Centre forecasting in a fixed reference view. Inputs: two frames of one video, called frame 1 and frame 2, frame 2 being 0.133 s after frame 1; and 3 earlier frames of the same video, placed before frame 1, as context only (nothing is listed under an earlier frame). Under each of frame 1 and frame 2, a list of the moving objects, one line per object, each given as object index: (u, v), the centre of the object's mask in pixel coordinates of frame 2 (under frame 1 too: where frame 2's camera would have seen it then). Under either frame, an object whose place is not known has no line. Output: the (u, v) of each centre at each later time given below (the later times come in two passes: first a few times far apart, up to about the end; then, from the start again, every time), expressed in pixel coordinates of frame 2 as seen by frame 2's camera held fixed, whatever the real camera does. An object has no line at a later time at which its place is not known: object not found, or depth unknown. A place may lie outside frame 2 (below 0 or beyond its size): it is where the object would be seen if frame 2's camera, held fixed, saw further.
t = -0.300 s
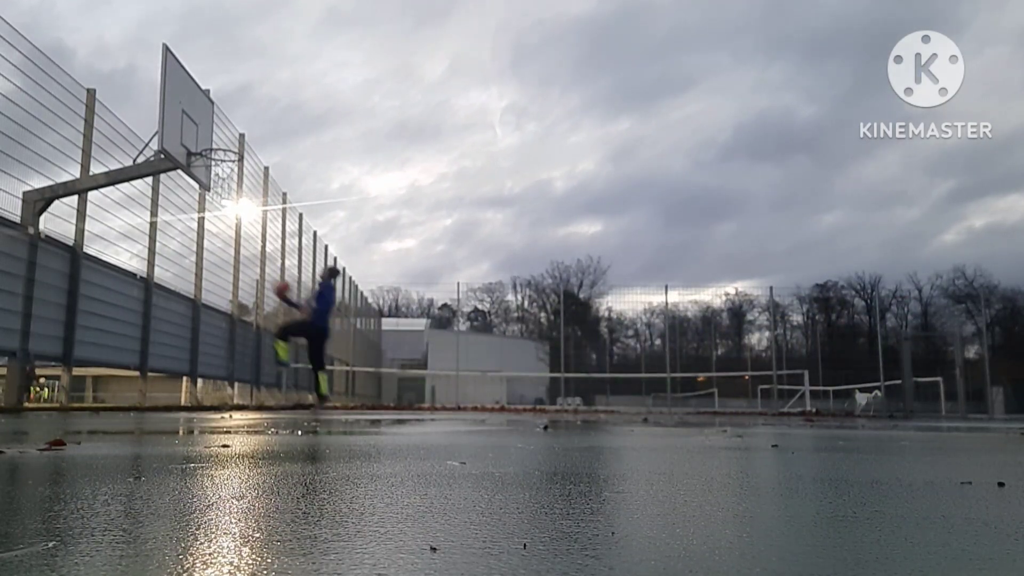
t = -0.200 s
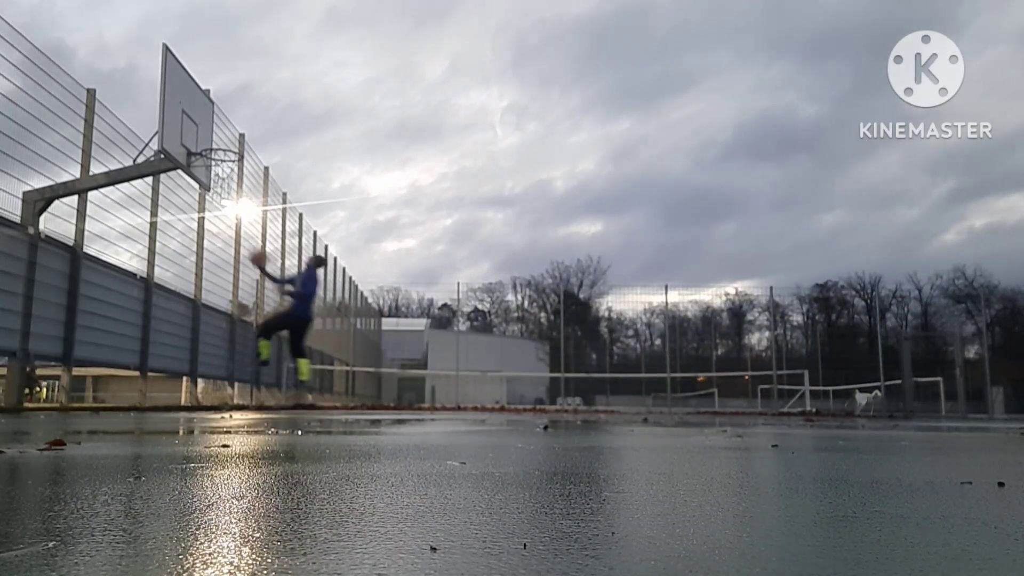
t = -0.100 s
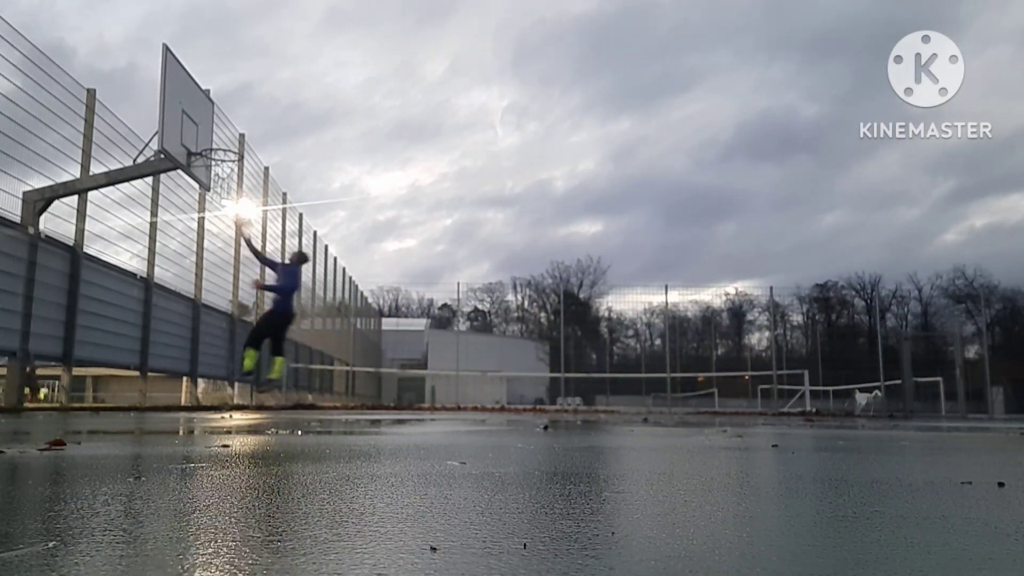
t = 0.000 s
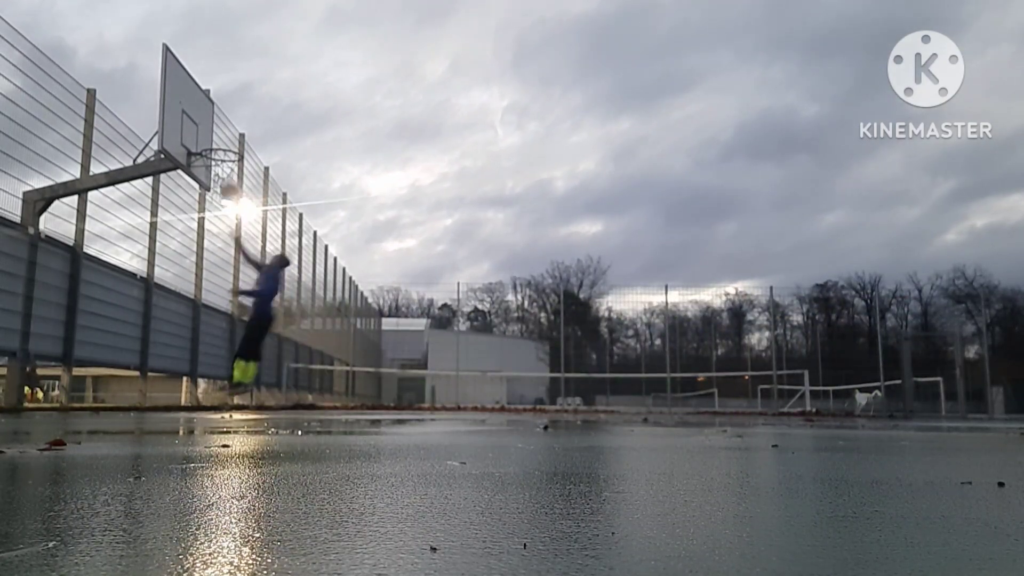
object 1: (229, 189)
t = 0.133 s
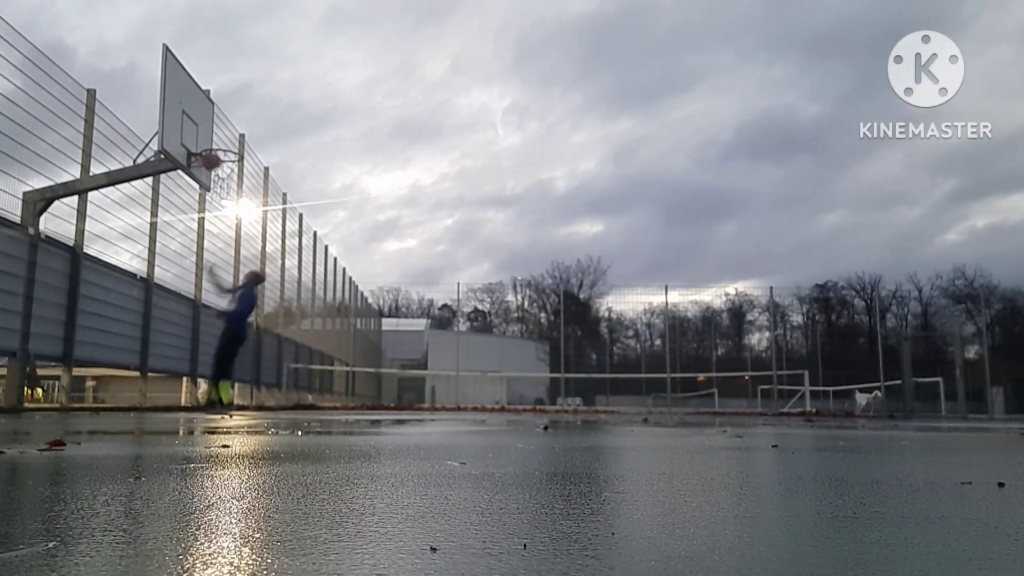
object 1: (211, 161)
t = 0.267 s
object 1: (219, 149)
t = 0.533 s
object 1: (235, 148)
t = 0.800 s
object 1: (228, 155)
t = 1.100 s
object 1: (211, 197)
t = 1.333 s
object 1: (204, 266)
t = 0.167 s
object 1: (210, 157)
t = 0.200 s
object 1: (213, 153)
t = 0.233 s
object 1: (215, 151)
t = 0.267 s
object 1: (219, 149)
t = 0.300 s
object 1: (221, 149)
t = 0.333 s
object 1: (224, 149)
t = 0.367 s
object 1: (226, 150)
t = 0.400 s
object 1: (229, 151)
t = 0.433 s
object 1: (231, 149)
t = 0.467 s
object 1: (232, 148)
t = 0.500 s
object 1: (234, 147)
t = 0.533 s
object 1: (235, 148)
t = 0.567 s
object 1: (236, 148)
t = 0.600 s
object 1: (237, 149)
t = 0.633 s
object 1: (236, 148)
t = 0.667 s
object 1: (234, 148)
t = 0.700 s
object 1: (233, 149)
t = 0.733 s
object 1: (233, 151)
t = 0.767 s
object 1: (231, 153)
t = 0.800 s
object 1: (228, 155)
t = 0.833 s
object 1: (225, 158)
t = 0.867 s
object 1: (223, 163)
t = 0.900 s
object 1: (220, 167)
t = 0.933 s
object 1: (217, 173)
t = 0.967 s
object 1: (215, 178)
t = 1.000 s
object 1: (214, 182)
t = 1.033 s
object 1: (213, 186)
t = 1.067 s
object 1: (212, 192)
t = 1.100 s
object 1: (211, 197)
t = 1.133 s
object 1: (211, 203)
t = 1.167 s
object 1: (209, 212)
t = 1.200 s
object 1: (209, 222)
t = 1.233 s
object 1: (207, 232)
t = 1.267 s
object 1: (206, 241)
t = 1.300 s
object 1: (205, 253)
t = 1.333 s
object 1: (204, 266)
